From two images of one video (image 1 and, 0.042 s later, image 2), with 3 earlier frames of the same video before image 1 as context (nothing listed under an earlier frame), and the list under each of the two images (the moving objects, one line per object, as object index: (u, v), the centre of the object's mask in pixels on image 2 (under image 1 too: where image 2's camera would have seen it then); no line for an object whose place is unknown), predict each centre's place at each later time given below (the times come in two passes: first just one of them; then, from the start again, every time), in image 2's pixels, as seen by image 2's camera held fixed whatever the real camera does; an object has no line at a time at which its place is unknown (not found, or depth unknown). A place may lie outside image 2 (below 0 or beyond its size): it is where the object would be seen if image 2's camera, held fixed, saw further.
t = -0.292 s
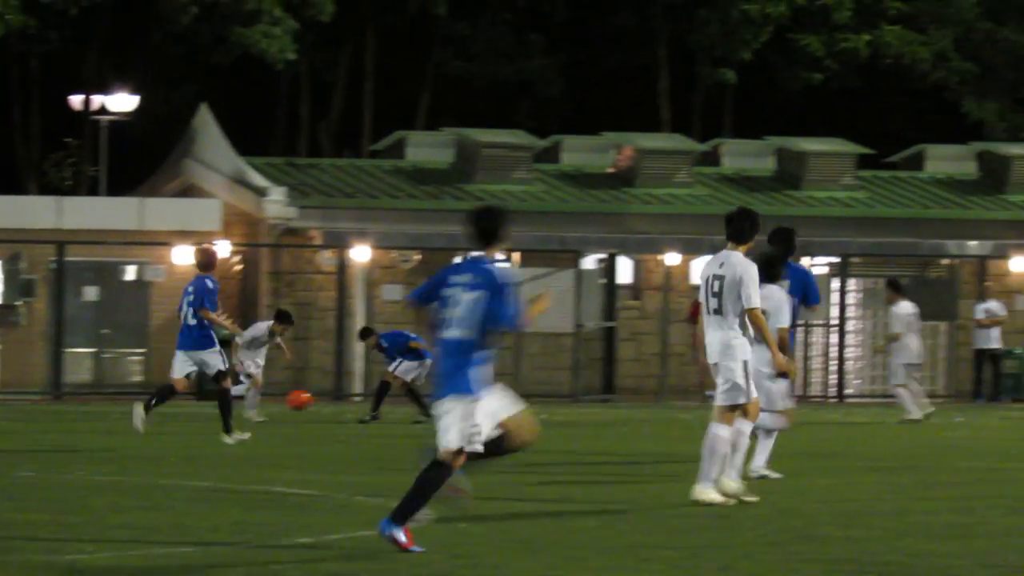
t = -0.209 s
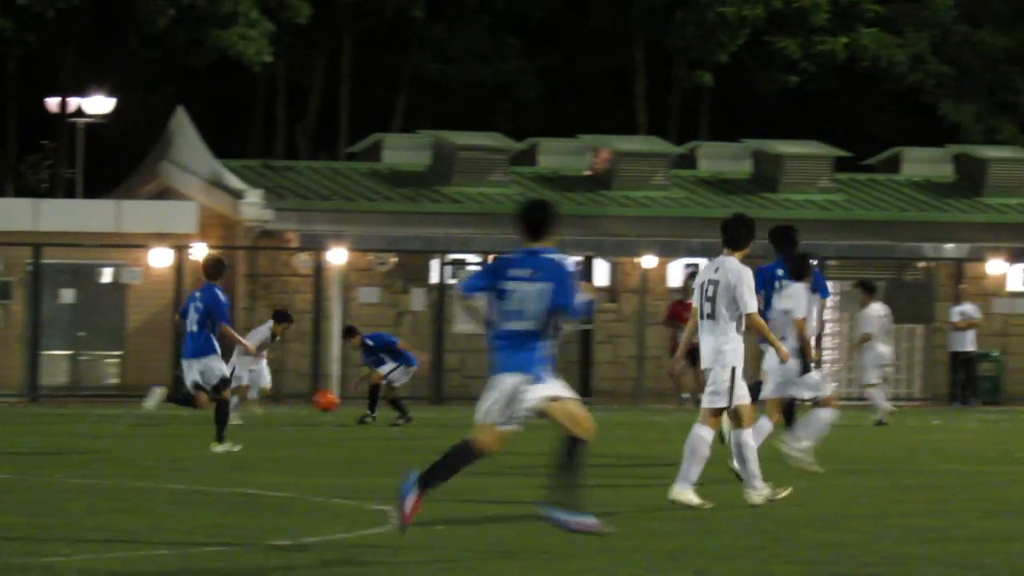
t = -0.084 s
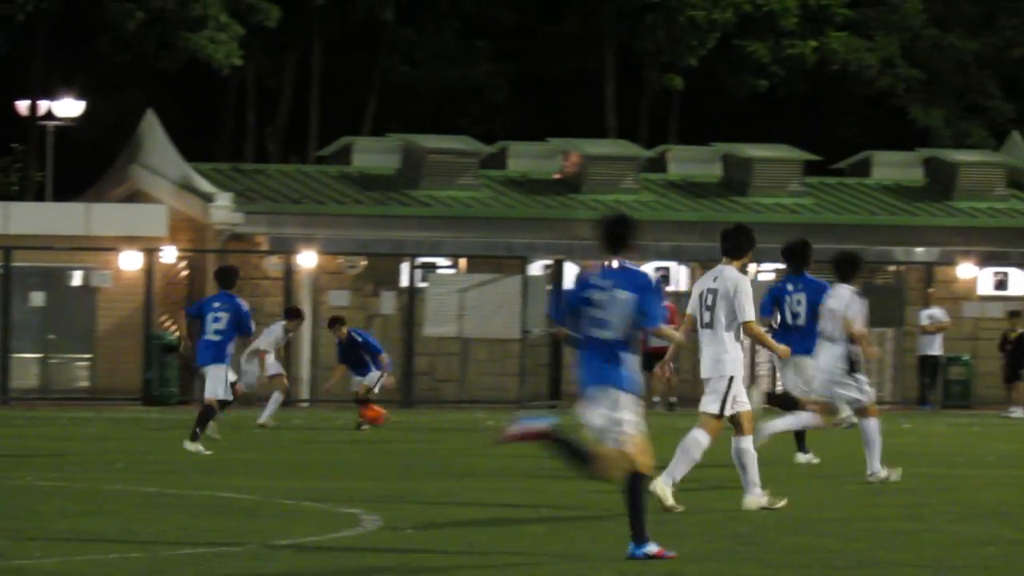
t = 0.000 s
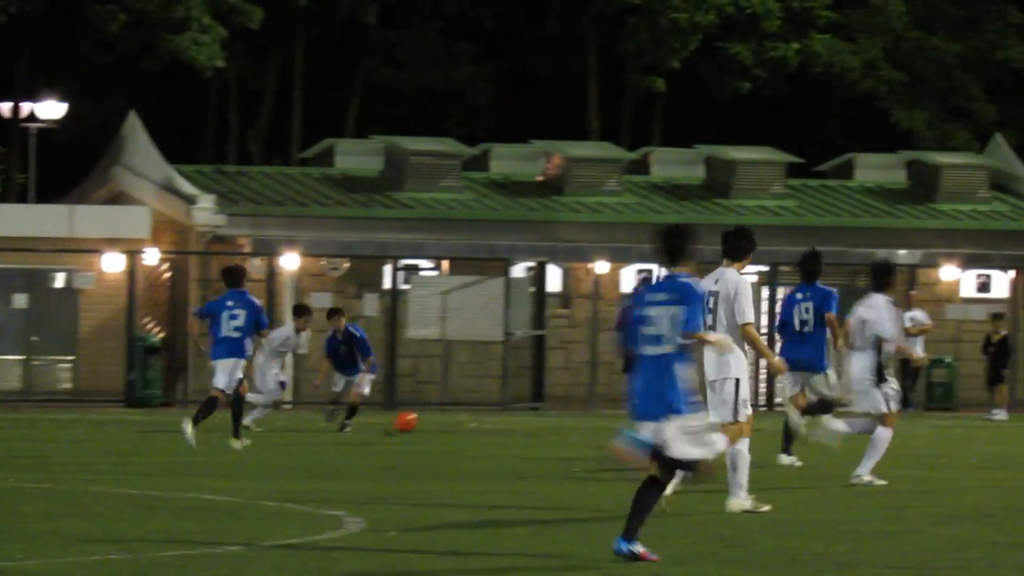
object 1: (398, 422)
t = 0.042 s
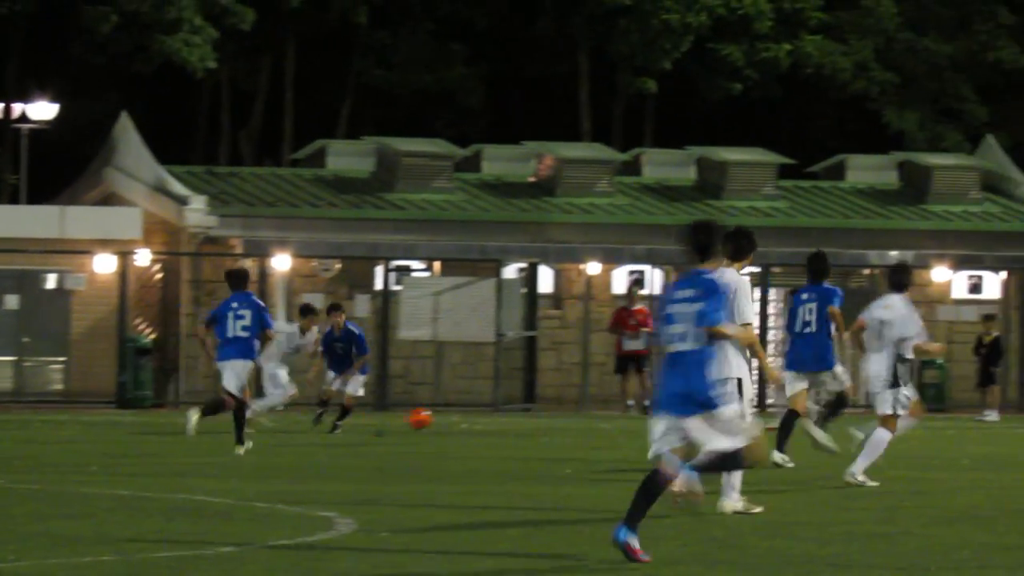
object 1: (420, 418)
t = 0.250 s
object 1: (529, 420)
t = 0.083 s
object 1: (442, 414)
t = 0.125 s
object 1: (463, 413)
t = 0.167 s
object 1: (484, 414)
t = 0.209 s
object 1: (507, 416)
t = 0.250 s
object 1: (529, 420)
